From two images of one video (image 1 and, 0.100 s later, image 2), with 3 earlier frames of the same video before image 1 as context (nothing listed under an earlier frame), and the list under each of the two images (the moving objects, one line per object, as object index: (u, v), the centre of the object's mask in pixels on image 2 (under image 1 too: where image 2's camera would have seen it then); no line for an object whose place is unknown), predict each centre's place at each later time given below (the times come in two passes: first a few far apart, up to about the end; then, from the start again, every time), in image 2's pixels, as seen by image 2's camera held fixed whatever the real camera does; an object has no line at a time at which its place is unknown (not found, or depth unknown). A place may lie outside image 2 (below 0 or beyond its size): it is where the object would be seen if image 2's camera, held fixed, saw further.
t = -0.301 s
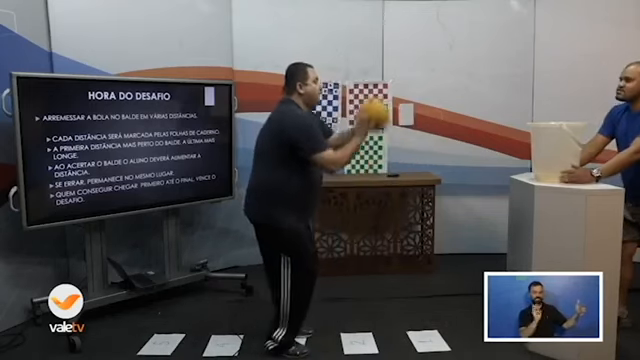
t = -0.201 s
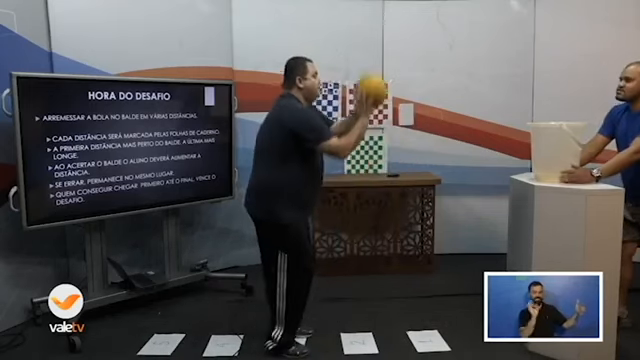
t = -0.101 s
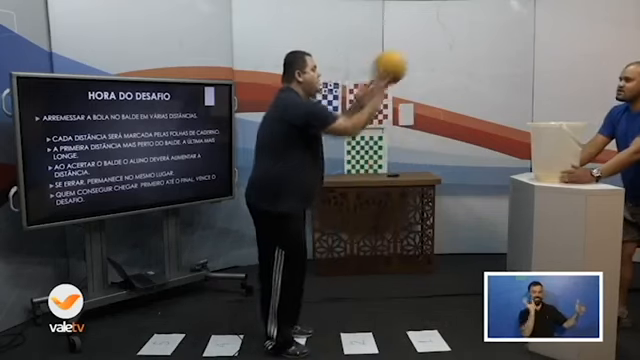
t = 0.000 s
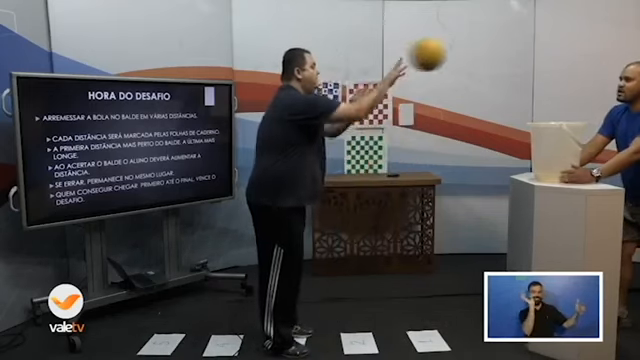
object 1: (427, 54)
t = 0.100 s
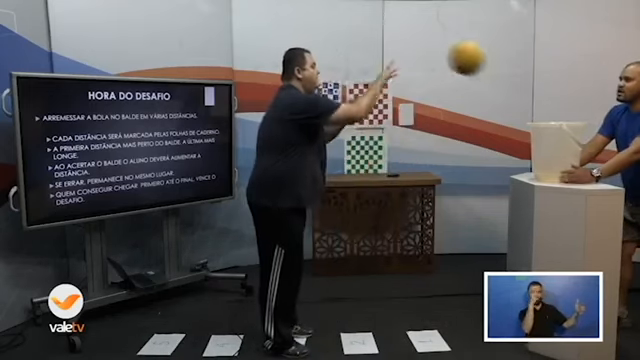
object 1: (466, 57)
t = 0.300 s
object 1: (539, 110)
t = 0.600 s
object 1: (577, 106)
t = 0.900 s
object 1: (569, 108)
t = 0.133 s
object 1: (479, 63)
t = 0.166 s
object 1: (492, 70)
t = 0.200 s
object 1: (505, 79)
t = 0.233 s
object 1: (517, 89)
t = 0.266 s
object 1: (529, 101)
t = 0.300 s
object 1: (539, 110)
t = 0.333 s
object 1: (547, 110)
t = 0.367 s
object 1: (556, 111)
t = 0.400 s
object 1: (565, 112)
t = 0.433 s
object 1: (570, 111)
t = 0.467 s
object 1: (573, 110)
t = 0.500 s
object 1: (575, 109)
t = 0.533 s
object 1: (575, 107)
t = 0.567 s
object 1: (576, 106)
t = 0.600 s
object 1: (577, 106)
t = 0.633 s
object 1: (578, 107)
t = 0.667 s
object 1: (578, 107)
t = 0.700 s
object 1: (578, 107)
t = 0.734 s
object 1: (578, 107)
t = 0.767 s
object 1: (576, 106)
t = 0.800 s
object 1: (575, 107)
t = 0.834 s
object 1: (574, 107)
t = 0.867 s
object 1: (571, 107)
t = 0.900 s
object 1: (569, 108)
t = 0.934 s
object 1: (566, 109)
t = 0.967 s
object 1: (563, 110)
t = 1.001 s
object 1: (560, 113)
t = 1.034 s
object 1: (557, 114)
